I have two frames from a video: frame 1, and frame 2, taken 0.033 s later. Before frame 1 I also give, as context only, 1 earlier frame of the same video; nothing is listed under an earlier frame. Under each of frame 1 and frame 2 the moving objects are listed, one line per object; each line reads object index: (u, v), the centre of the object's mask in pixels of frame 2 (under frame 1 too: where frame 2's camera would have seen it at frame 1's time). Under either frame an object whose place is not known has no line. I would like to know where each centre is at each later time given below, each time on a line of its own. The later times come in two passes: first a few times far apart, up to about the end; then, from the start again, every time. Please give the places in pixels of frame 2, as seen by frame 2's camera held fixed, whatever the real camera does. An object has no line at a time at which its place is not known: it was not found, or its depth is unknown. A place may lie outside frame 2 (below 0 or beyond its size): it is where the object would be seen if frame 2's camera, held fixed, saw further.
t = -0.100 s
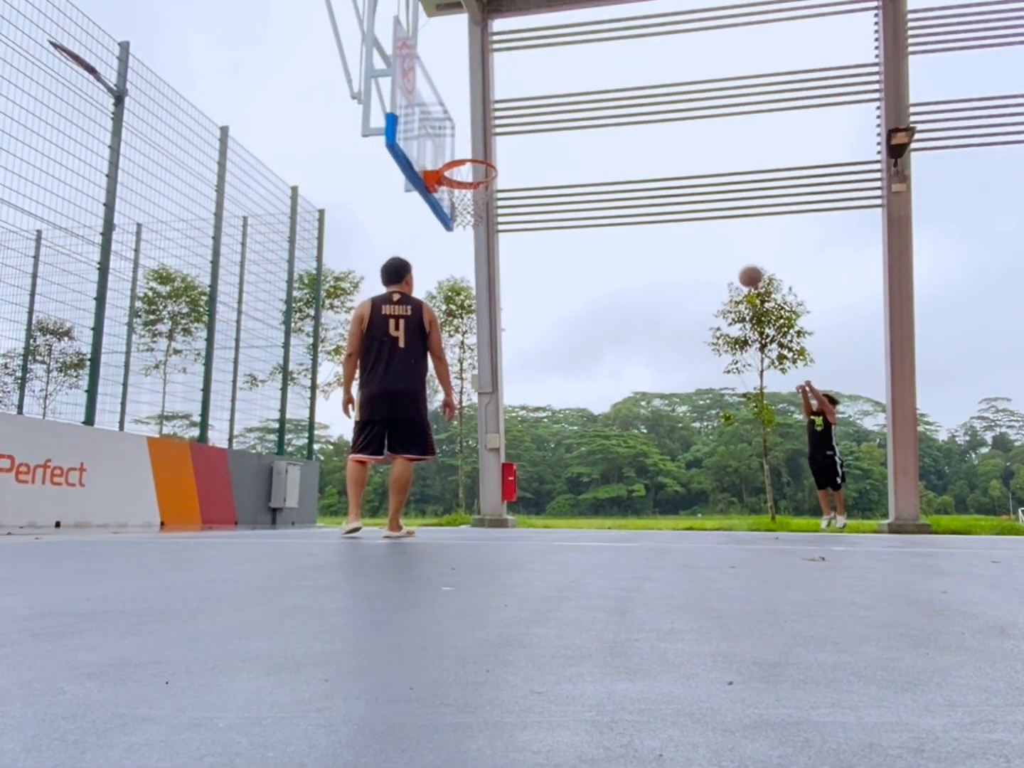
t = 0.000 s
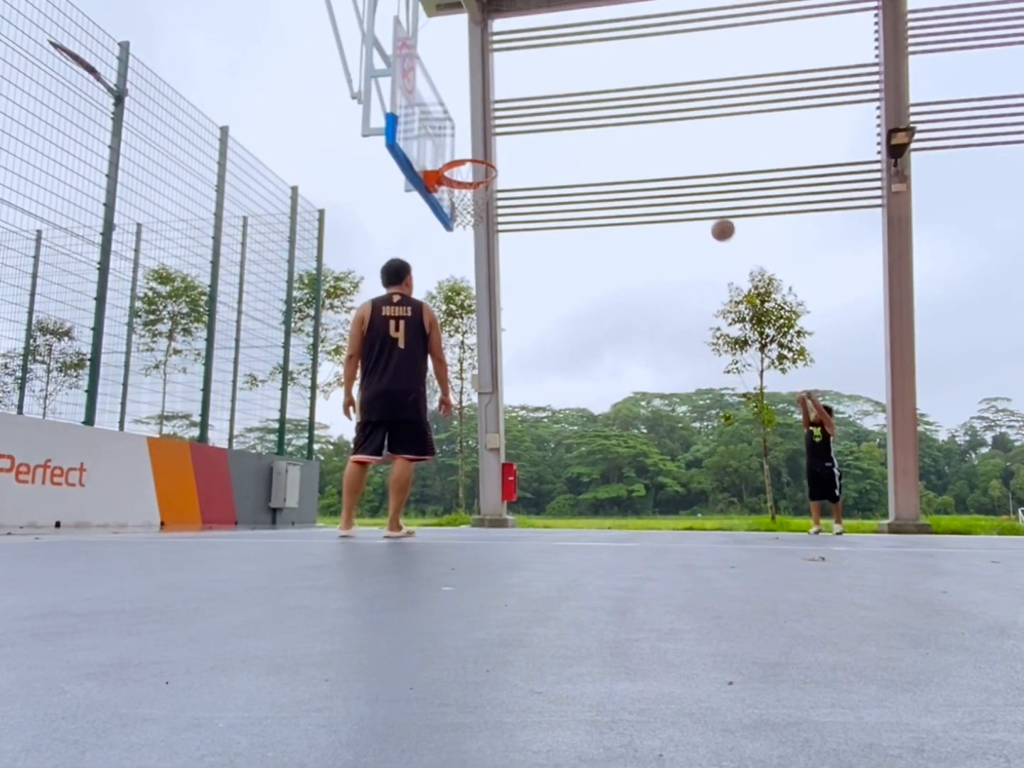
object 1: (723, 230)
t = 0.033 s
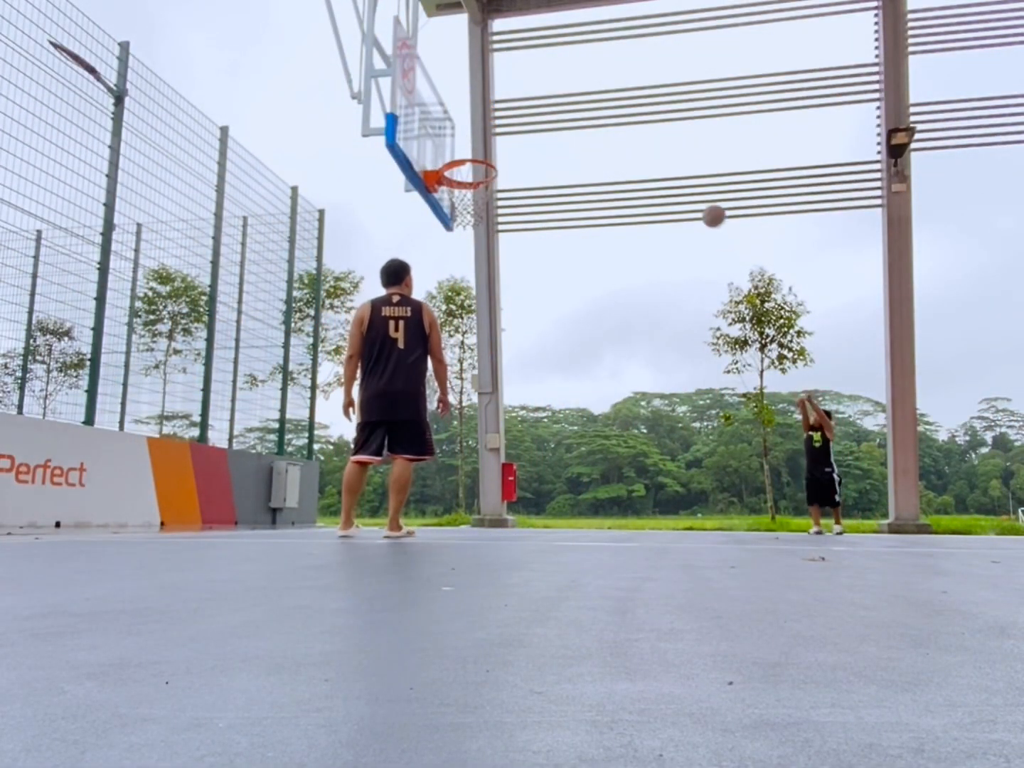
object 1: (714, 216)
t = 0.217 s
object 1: (662, 156)
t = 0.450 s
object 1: (594, 120)
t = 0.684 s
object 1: (518, 137)
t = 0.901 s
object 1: (453, 191)
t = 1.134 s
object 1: (458, 215)
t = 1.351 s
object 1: (478, 274)
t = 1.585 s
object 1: (498, 393)
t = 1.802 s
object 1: (516, 490)
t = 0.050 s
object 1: (709, 210)
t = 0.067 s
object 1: (704, 203)
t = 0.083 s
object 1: (700, 197)
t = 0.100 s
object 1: (695, 191)
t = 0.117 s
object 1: (690, 185)
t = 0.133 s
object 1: (686, 180)
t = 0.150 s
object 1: (681, 175)
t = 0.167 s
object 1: (677, 169)
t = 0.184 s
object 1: (672, 165)
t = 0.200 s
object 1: (667, 160)
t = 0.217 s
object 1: (662, 156)
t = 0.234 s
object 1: (658, 152)
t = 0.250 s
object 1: (653, 148)
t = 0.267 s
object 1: (648, 144)
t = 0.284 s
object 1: (643, 141)
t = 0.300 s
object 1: (639, 138)
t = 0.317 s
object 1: (634, 135)
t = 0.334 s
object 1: (629, 132)
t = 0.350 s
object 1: (624, 130)
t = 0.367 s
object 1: (619, 128)
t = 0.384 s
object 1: (614, 126)
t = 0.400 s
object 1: (609, 124)
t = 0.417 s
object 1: (604, 122)
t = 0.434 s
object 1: (599, 121)
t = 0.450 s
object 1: (594, 120)
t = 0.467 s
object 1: (589, 120)
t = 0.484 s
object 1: (583, 119)
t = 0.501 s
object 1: (578, 119)
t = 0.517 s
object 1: (573, 119)
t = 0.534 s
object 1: (567, 120)
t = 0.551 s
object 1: (562, 121)
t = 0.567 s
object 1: (557, 122)
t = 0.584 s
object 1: (551, 123)
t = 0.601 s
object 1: (546, 125)
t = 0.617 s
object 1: (540, 127)
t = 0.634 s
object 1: (535, 128)
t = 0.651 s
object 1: (529, 131)
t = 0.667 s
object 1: (524, 134)
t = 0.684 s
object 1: (518, 137)
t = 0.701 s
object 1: (512, 140)
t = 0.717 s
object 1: (506, 144)
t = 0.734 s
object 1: (500, 148)
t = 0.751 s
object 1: (494, 152)
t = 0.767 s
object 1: (489, 156)
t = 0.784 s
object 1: (483, 163)
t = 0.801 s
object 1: (476, 168)
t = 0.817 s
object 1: (470, 173)
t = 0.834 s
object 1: (463, 179)
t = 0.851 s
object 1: (458, 184)
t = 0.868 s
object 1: (455, 188)
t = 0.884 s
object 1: (454, 189)
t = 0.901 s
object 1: (453, 191)
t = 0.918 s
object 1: (453, 192)
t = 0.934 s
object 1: (452, 192)
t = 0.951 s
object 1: (452, 193)
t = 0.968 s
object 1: (450, 193)
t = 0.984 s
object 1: (450, 194)
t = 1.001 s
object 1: (450, 196)
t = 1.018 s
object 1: (451, 199)
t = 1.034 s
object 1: (452, 201)
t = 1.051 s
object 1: (452, 203)
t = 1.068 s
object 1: (453, 205)
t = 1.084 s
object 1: (455, 208)
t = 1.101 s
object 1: (456, 210)
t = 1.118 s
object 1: (457, 212)
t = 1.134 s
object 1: (458, 215)
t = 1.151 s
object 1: (460, 218)
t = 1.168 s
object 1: (461, 221)
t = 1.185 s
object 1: (463, 224)
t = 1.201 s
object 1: (464, 228)
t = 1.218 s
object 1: (466, 233)
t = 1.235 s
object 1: (468, 236)
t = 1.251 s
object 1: (469, 241)
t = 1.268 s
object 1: (470, 246)
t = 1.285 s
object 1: (472, 251)
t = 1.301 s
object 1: (473, 256)
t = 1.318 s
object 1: (475, 262)
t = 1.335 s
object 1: (476, 268)
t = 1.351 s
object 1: (478, 274)
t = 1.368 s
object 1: (479, 281)
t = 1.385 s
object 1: (480, 288)
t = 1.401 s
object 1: (482, 295)
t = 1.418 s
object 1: (484, 303)
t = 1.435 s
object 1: (486, 310)
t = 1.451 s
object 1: (488, 318)
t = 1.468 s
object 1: (489, 326)
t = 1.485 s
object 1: (490, 335)
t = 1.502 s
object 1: (491, 343)
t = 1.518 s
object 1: (492, 352)
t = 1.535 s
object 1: (494, 362)
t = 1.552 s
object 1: (495, 372)
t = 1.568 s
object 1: (496, 382)
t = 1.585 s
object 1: (498, 393)
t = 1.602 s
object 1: (499, 404)
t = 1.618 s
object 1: (500, 415)
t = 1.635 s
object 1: (501, 427)
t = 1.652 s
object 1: (501, 438)
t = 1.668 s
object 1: (506, 451)
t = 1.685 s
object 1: (506, 463)
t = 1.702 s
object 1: (508, 475)
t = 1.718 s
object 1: (509, 489)
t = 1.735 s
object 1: (510, 502)
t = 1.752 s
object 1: (511, 516)
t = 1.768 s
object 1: (512, 512)
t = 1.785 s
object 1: (514, 501)
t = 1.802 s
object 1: (516, 490)
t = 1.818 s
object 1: (518, 479)
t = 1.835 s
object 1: (520, 470)
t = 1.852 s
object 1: (521, 460)
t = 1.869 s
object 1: (522, 451)
